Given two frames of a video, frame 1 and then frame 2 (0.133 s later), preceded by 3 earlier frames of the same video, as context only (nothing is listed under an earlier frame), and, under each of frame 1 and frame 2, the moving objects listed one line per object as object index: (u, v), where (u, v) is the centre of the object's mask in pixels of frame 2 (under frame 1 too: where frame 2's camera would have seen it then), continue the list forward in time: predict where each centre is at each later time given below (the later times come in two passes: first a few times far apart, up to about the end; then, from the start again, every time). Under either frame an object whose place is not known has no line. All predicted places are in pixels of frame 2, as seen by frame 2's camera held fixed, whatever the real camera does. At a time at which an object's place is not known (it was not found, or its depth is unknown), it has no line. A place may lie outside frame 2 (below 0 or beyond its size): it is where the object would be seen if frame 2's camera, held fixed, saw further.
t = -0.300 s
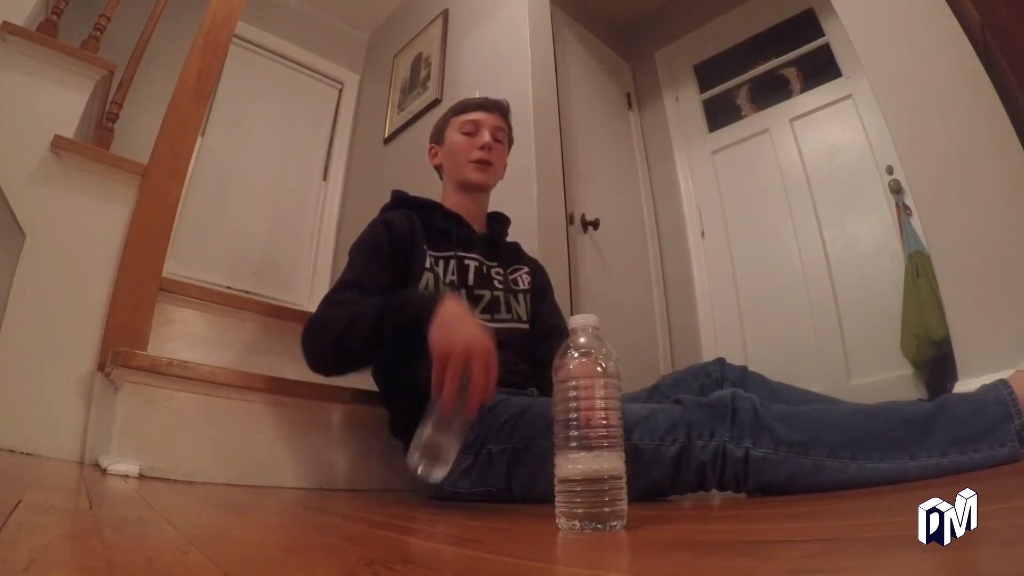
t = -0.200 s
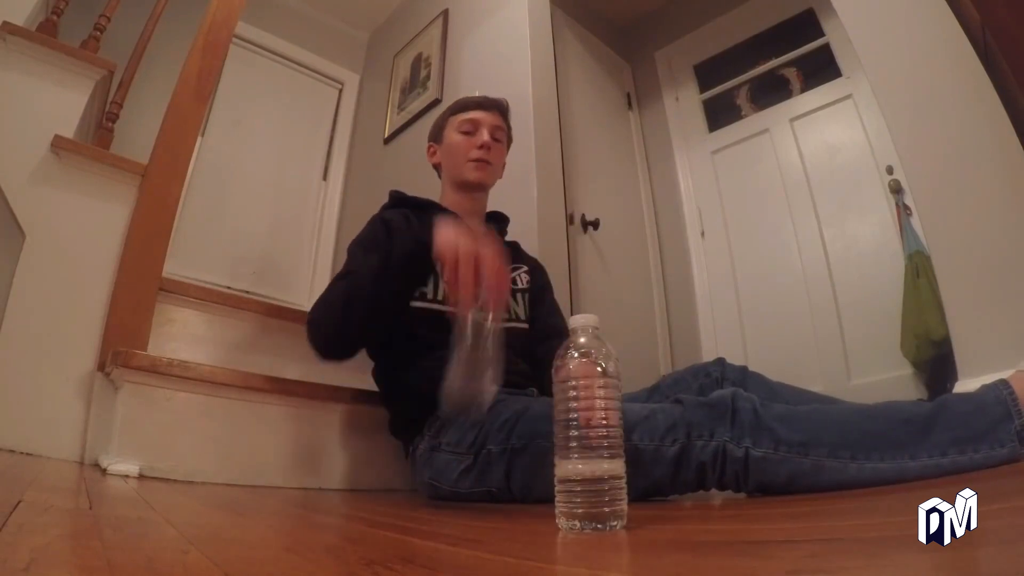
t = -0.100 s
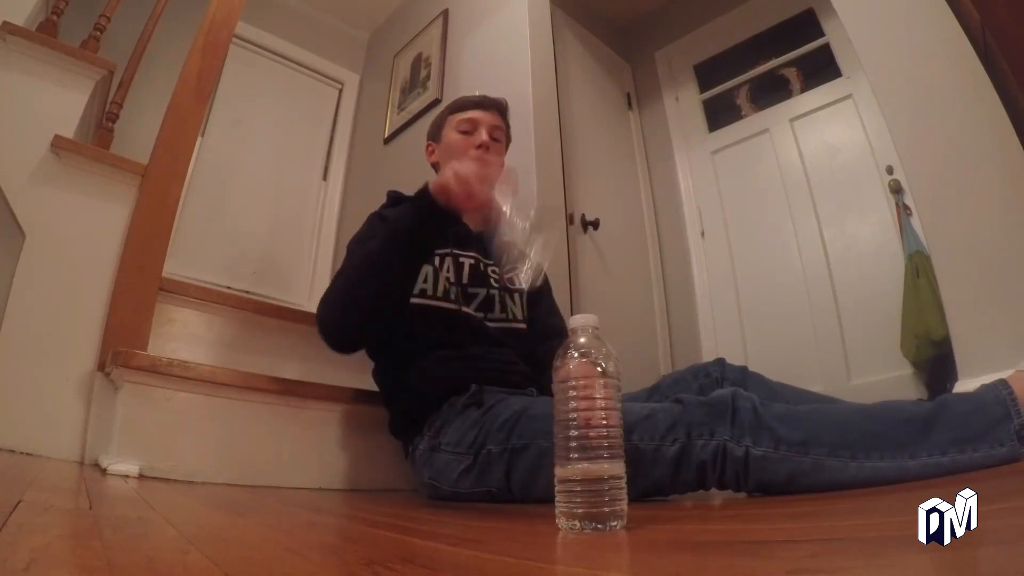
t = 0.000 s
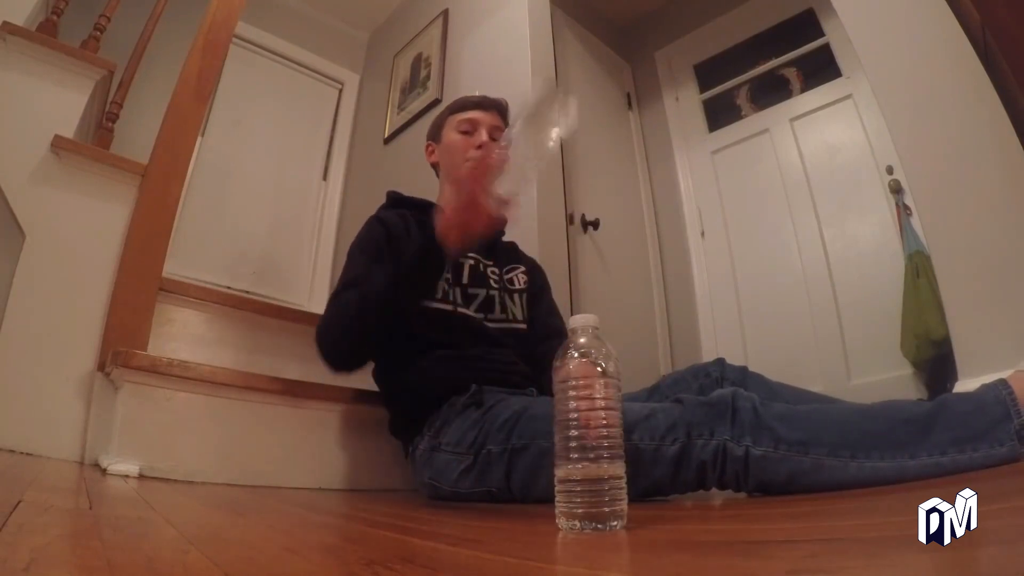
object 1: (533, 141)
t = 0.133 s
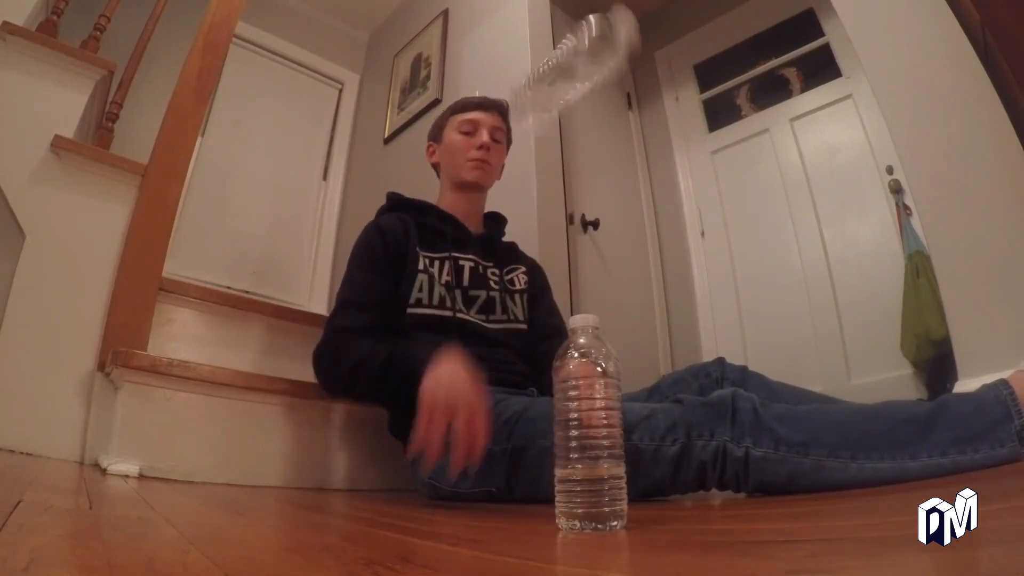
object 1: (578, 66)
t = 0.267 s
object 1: (581, 141)
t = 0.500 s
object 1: (583, 240)
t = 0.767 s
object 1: (584, 241)
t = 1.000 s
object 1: (583, 241)
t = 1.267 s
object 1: (583, 241)
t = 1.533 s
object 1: (583, 240)
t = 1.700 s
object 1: (583, 240)
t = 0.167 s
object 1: (570, 75)
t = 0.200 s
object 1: (571, 90)
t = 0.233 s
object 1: (574, 112)
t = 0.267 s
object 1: (581, 141)
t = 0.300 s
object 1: (580, 211)
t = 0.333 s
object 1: (583, 241)
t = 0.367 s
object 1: (582, 241)
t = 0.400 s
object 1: (582, 240)
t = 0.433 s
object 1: (583, 240)
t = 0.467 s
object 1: (583, 239)
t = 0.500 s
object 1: (583, 240)
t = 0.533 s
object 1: (583, 241)
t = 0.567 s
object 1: (583, 242)
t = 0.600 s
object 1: (583, 243)
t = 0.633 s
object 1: (583, 243)
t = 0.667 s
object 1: (583, 242)
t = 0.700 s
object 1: (583, 241)
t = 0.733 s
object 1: (584, 241)
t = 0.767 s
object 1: (584, 241)
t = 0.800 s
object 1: (584, 241)
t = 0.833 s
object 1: (584, 241)
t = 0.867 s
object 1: (583, 241)
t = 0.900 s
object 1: (583, 241)
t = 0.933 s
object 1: (583, 241)
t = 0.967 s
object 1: (583, 241)
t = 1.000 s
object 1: (583, 241)
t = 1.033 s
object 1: (583, 241)
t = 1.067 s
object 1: (583, 241)
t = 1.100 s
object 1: (583, 240)
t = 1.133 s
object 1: (583, 240)
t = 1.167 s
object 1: (583, 240)
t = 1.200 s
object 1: (583, 240)
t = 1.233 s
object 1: (583, 240)
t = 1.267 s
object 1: (583, 241)
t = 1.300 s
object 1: (583, 241)
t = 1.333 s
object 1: (583, 241)
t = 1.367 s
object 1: (583, 240)
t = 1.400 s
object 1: (583, 241)
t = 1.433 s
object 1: (583, 241)
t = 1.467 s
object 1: (583, 240)
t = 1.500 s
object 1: (583, 240)
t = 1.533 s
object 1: (583, 240)
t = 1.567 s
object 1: (583, 240)
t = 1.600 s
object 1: (583, 240)
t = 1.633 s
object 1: (583, 240)
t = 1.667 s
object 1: (583, 240)
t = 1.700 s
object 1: (583, 240)
